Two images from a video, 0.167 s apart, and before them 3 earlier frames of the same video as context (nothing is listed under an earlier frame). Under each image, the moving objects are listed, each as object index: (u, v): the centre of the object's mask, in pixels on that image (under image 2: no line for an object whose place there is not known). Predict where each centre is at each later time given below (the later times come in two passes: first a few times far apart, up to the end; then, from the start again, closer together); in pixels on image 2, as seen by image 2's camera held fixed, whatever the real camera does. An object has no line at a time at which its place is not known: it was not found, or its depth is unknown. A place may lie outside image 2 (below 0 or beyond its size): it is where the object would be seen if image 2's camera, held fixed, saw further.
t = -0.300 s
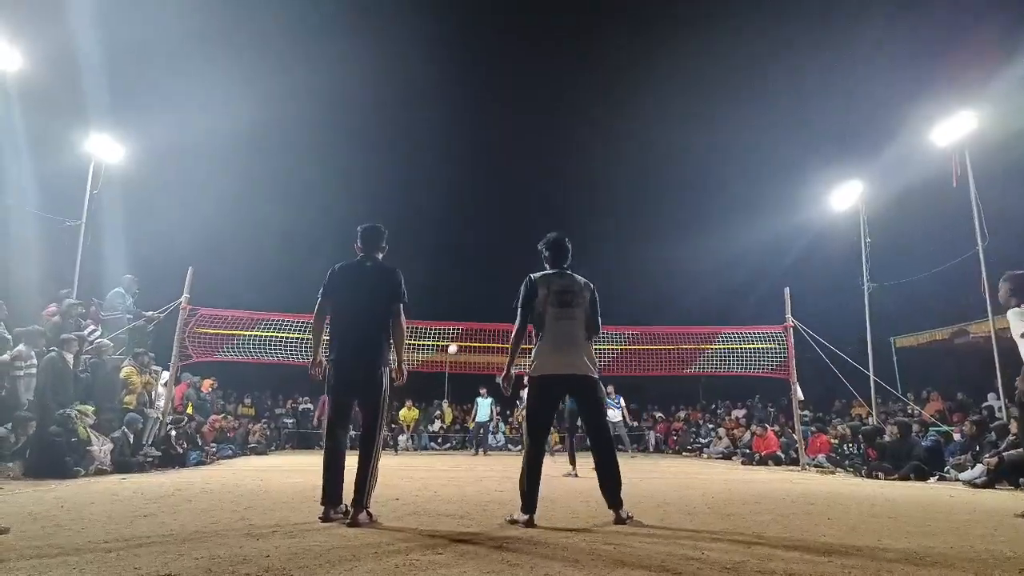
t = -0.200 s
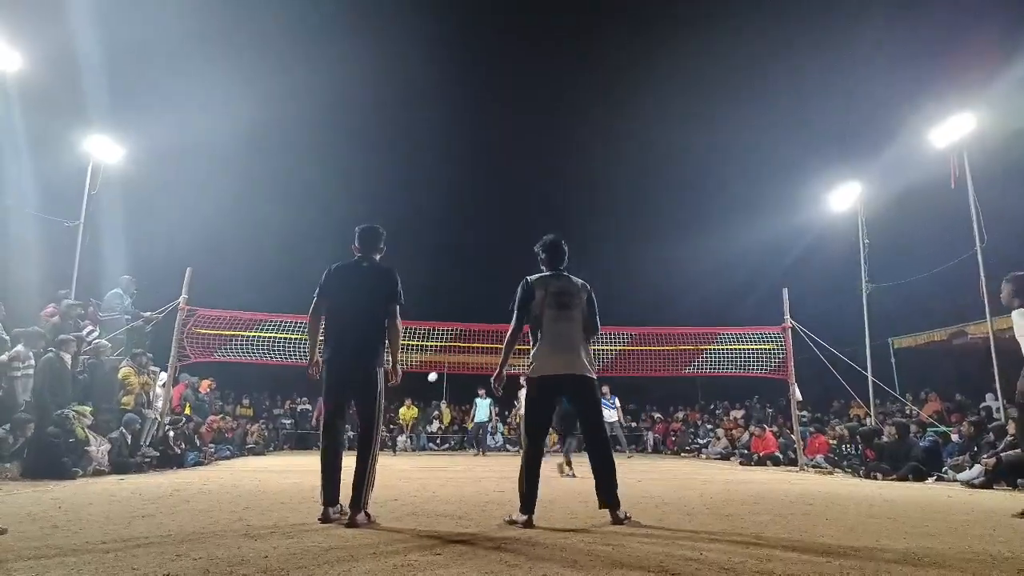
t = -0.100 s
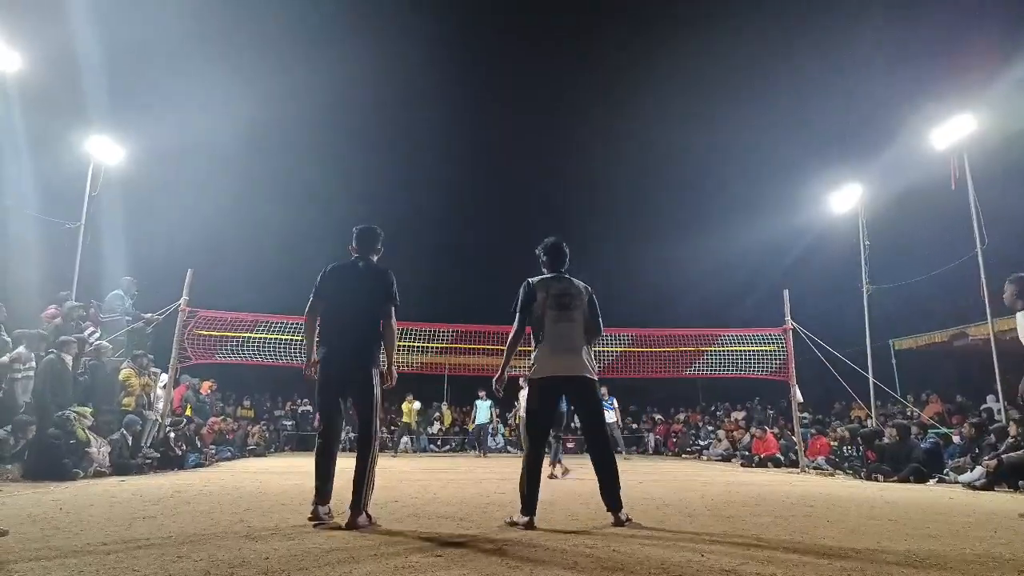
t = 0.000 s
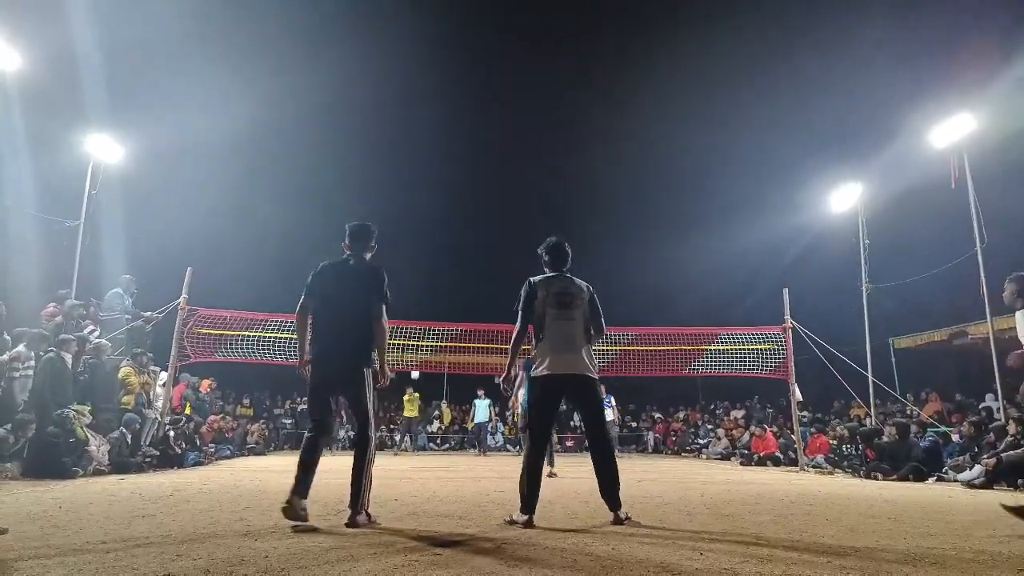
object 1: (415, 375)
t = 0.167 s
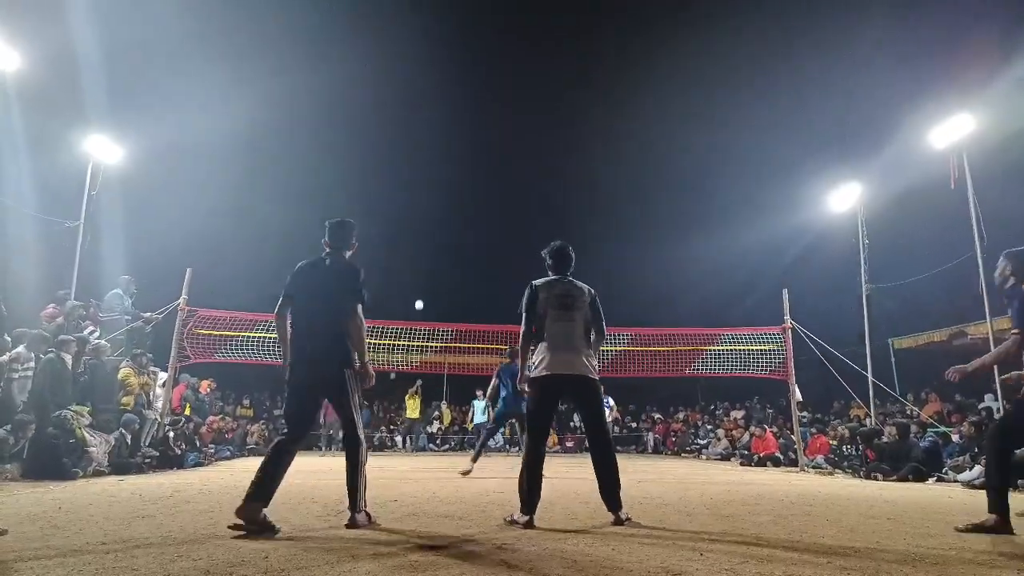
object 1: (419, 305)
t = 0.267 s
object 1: (421, 266)
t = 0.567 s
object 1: (426, 170)
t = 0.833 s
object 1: (430, 107)
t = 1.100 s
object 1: (432, 67)
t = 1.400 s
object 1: (432, 58)
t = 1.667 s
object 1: (432, 97)
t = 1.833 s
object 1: (432, 153)
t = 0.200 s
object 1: (420, 292)
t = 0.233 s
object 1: (420, 279)
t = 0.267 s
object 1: (421, 266)
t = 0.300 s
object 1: (422, 254)
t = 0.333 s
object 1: (422, 243)
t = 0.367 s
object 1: (423, 231)
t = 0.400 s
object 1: (424, 220)
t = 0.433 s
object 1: (425, 209)
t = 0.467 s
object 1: (425, 199)
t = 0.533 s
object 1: (426, 179)
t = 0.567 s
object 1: (426, 170)
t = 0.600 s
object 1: (427, 161)
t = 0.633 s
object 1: (428, 152)
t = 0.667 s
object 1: (428, 143)
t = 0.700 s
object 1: (429, 136)
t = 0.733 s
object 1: (429, 128)
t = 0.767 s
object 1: (429, 120)
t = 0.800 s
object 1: (430, 113)
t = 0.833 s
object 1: (430, 107)
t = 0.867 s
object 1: (430, 100)
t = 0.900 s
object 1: (431, 94)
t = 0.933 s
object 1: (431, 88)
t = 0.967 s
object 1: (431, 84)
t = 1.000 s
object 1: (431, 79)
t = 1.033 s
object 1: (432, 74)
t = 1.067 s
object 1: (432, 71)
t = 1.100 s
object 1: (432, 67)
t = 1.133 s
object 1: (432, 64)
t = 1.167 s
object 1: (432, 62)
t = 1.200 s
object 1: (432, 60)
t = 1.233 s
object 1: (432, 58)
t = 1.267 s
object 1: (432, 57)
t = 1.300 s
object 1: (432, 57)
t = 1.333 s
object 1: (433, 58)
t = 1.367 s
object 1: (432, 57)
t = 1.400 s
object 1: (432, 58)
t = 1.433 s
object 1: (432, 61)
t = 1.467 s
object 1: (432, 64)
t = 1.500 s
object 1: (431, 67)
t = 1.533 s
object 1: (432, 72)
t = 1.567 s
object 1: (432, 76)
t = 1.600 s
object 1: (432, 82)
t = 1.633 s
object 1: (432, 89)
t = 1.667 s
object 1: (432, 97)
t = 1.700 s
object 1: (431, 105)
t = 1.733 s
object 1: (432, 116)
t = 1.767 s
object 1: (431, 127)
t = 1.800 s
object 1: (431, 139)
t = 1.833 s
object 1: (432, 153)
